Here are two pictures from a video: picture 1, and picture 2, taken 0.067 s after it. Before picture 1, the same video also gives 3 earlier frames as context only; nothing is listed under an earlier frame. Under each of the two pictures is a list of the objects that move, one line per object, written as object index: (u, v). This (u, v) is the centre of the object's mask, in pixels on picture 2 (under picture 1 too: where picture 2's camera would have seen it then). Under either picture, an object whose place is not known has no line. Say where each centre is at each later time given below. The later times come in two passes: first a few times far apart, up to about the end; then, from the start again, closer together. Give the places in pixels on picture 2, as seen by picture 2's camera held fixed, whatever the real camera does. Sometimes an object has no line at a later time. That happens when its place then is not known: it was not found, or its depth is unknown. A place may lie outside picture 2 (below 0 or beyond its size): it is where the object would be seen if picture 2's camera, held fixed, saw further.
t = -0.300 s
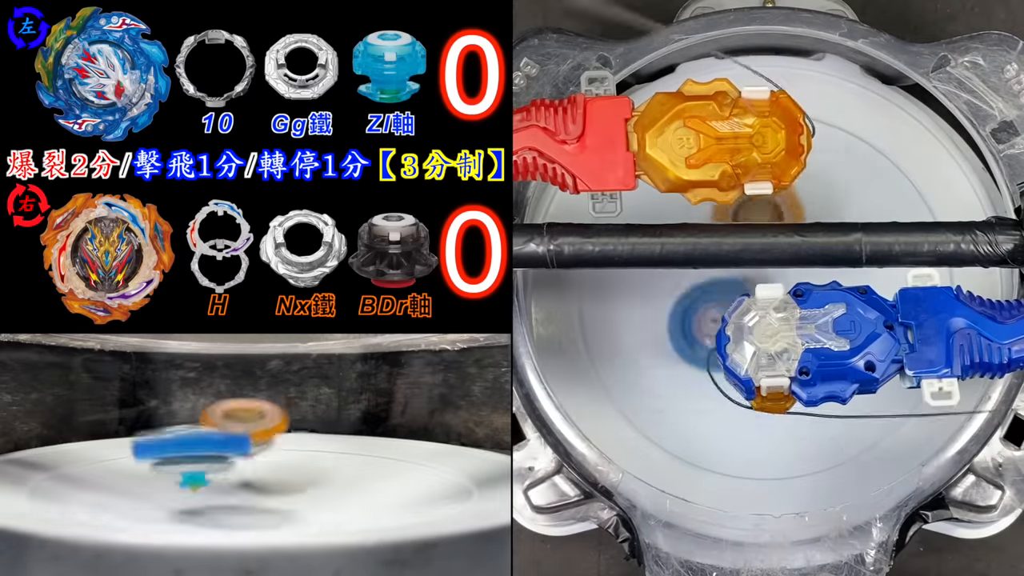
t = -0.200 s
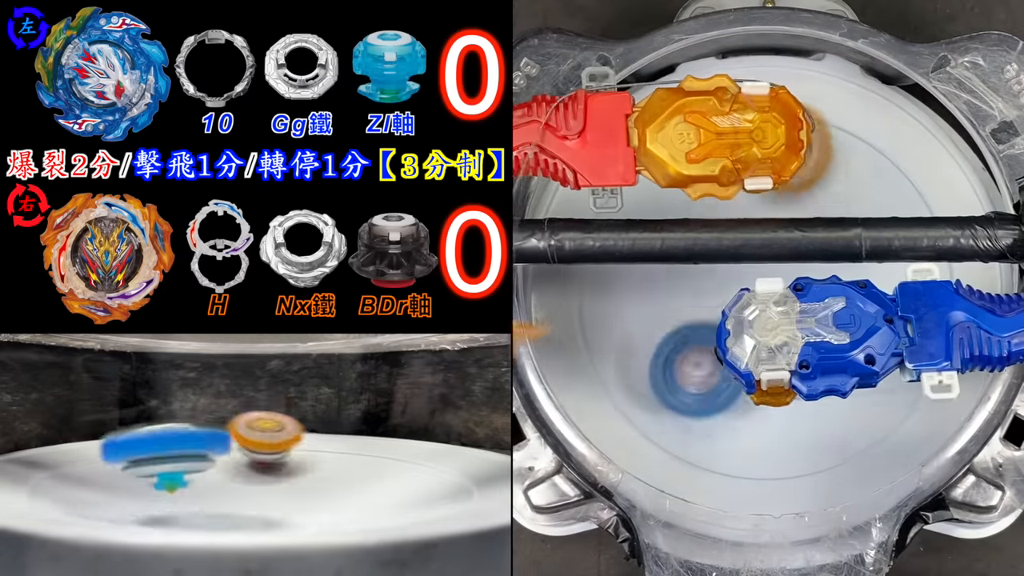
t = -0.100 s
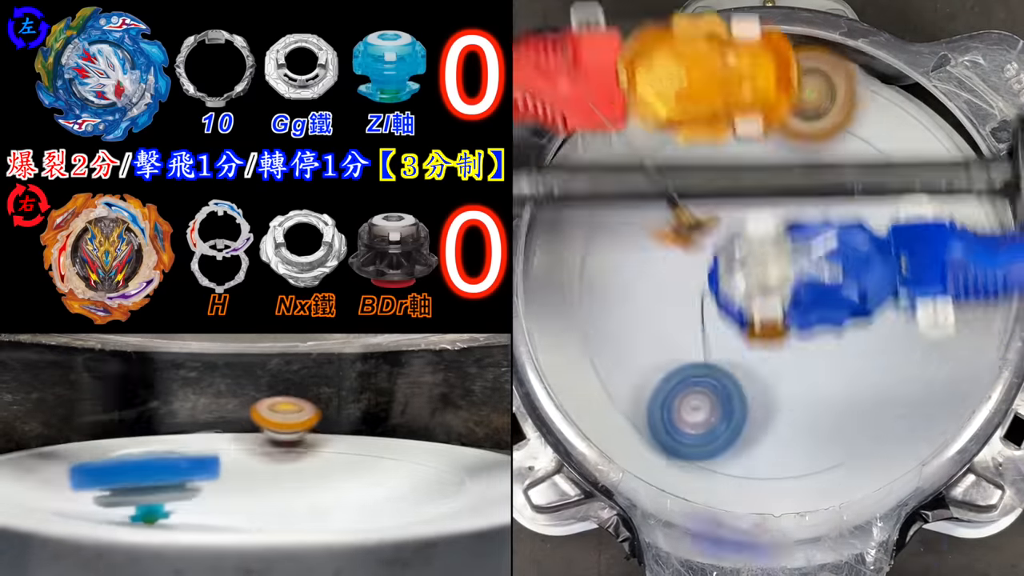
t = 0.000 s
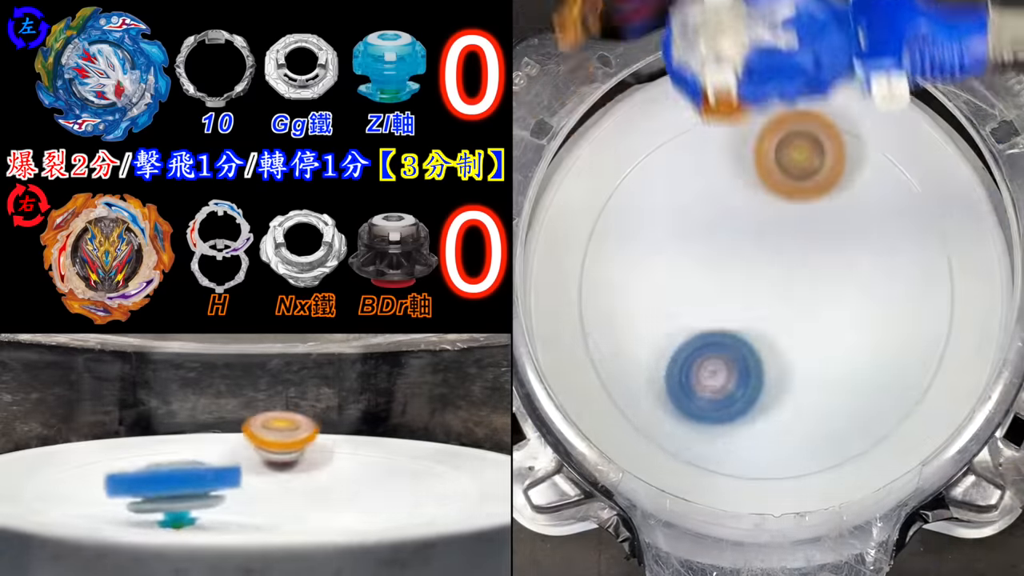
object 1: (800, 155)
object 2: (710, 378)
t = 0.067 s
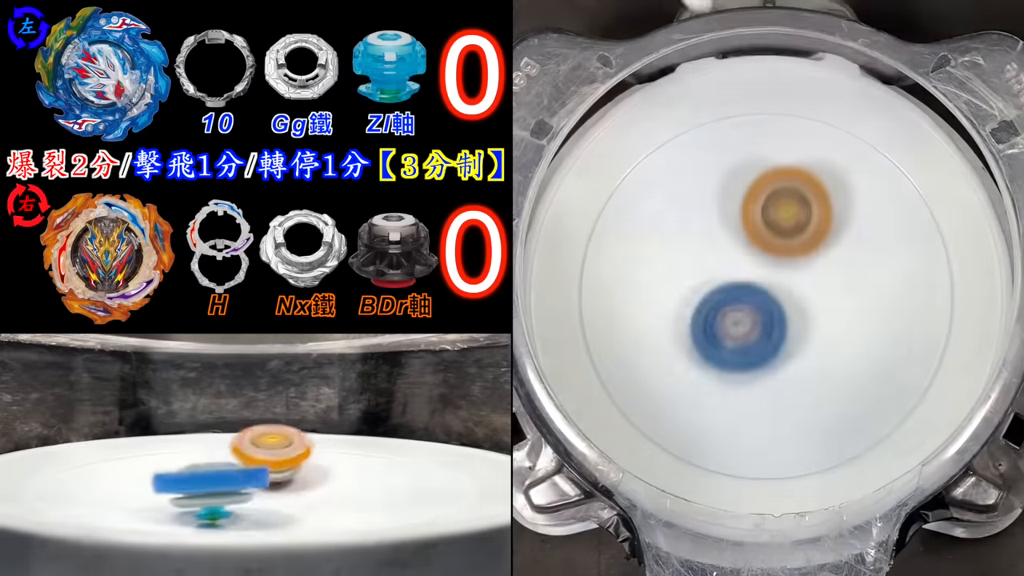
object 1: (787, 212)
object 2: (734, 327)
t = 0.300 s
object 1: (811, 93)
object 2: (748, 432)
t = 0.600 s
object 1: (807, 186)
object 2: (721, 375)
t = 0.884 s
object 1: (837, 175)
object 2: (724, 338)
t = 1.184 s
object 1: (799, 162)
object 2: (776, 406)
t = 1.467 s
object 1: (778, 262)
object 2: (717, 346)
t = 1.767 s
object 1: (849, 241)
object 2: (739, 323)
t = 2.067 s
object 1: (912, 179)
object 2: (698, 369)
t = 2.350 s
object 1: (833, 181)
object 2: (676, 328)
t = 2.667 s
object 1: (837, 229)
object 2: (734, 267)
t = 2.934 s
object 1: (897, 260)
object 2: (695, 350)
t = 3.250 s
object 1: (804, 317)
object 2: (681, 262)
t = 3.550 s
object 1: (878, 360)
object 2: (781, 254)
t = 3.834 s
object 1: (861, 394)
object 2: (766, 317)
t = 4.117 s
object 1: (843, 334)
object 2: (648, 231)
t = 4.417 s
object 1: (779, 302)
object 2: (832, 204)
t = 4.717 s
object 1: (703, 355)
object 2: (871, 351)
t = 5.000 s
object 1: (691, 288)
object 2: (733, 376)
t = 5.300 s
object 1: (736, 180)
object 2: (722, 288)
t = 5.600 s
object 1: (776, 147)
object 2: (804, 317)
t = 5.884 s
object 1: (709, 301)
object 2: (803, 314)
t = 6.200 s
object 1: (733, 414)
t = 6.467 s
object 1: (759, 344)
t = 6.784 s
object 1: (895, 349)
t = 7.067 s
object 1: (701, 422)
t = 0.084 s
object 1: (784, 227)
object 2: (742, 316)
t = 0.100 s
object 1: (788, 213)
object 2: (744, 333)
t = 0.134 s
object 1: (797, 178)
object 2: (750, 371)
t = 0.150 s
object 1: (801, 162)
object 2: (751, 387)
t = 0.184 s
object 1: (808, 133)
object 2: (757, 413)
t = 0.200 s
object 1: (810, 121)
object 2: (757, 423)
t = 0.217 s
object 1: (812, 111)
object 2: (757, 430)
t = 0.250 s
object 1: (814, 97)
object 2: (756, 436)
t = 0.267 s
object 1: (814, 91)
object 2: (756, 436)
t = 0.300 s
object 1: (811, 93)
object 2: (748, 432)
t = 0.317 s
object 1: (810, 97)
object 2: (743, 428)
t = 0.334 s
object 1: (807, 103)
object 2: (740, 422)
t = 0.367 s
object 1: (802, 117)
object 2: (731, 408)
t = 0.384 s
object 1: (800, 125)
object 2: (727, 400)
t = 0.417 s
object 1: (793, 146)
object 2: (721, 382)
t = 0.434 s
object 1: (789, 157)
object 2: (720, 373)
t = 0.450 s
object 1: (786, 170)
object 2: (719, 363)
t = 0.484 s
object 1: (779, 196)
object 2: (723, 342)
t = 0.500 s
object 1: (776, 209)
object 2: (727, 331)
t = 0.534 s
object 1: (777, 224)
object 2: (731, 326)
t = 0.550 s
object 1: (784, 213)
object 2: (727, 341)
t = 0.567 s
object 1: (792, 203)
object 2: (725, 355)
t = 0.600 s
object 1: (807, 186)
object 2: (721, 375)
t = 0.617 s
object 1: (813, 178)
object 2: (722, 382)
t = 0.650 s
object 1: (824, 166)
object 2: (719, 389)
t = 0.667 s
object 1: (829, 161)
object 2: (718, 390)
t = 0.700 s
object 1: (837, 154)
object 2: (718, 387)
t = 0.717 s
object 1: (840, 153)
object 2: (717, 384)
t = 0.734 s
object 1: (843, 152)
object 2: (715, 380)
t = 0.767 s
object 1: (845, 153)
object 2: (714, 370)
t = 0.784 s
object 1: (846, 155)
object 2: (715, 364)
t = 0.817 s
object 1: (845, 158)
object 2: (716, 359)
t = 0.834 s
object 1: (844, 161)
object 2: (717, 353)
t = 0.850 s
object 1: (842, 165)
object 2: (719, 348)
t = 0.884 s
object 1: (837, 175)
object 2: (724, 338)
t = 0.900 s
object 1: (834, 182)
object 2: (728, 334)
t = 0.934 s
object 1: (827, 195)
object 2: (738, 326)
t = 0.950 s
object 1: (823, 202)
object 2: (744, 323)
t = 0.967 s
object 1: (818, 210)
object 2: (750, 320)
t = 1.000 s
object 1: (809, 227)
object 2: (765, 316)
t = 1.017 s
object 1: (808, 221)
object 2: (767, 327)
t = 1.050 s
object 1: (807, 202)
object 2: (775, 355)
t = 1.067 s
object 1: (806, 194)
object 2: (778, 365)
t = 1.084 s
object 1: (806, 187)
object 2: (780, 373)
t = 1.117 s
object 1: (804, 175)
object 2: (783, 387)
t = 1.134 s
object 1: (803, 170)
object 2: (783, 393)
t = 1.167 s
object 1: (801, 164)
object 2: (778, 403)
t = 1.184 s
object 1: (799, 162)
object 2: (776, 406)
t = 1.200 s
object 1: (797, 162)
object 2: (773, 409)
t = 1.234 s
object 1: (794, 164)
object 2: (761, 412)
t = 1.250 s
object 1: (792, 166)
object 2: (758, 412)
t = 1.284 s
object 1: (789, 174)
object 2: (745, 410)
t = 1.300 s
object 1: (786, 179)
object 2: (741, 407)
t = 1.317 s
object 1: (785, 185)
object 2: (734, 404)
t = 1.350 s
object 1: (782, 199)
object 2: (726, 395)
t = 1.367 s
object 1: (780, 207)
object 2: (723, 389)
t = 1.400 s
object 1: (779, 225)
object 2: (718, 376)
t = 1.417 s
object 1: (778, 234)
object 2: (717, 368)
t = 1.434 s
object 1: (778, 243)
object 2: (717, 361)
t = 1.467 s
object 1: (778, 262)
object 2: (717, 346)
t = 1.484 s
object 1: (783, 260)
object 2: (717, 349)
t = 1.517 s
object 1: (796, 251)
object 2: (710, 362)
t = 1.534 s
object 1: (801, 246)
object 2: (708, 365)
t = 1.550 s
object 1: (806, 243)
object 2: (707, 367)
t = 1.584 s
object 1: (816, 237)
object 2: (705, 366)
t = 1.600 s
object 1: (821, 236)
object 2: (707, 363)
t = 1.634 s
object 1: (830, 233)
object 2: (709, 355)
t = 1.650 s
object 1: (834, 233)
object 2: (709, 350)
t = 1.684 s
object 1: (840, 233)
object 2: (716, 341)
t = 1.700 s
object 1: (843, 234)
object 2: (719, 337)
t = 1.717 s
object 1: (845, 235)
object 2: (722, 333)
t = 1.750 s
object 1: (848, 239)
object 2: (733, 326)
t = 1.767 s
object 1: (849, 241)
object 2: (739, 323)
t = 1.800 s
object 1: (848, 246)
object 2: (750, 320)
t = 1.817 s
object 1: (848, 249)
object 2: (757, 318)
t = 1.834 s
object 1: (847, 252)
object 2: (767, 318)
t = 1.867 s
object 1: (863, 241)
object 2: (760, 335)
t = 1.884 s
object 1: (876, 231)
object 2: (755, 346)
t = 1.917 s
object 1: (897, 215)
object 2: (745, 364)
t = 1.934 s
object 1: (906, 208)
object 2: (740, 370)
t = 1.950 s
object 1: (914, 201)
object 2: (735, 374)
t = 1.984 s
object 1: (921, 190)
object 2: (725, 379)
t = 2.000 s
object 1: (922, 187)
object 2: (721, 380)
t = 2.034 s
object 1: (919, 181)
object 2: (709, 377)
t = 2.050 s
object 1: (916, 180)
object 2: (703, 373)
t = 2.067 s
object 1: (912, 179)
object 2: (698, 369)
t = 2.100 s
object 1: (898, 180)
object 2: (692, 358)
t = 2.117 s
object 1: (889, 181)
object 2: (689, 351)
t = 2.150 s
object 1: (868, 186)
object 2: (689, 336)
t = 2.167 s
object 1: (857, 190)
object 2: (689, 328)
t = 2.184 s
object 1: (846, 194)
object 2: (691, 321)
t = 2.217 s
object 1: (823, 203)
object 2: (698, 306)
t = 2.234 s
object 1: (811, 209)
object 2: (704, 299)
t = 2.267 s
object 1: (789, 221)
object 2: (717, 288)
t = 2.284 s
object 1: (798, 211)
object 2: (705, 298)
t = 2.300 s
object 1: (808, 202)
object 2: (694, 308)
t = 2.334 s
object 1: (825, 187)
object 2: (681, 322)
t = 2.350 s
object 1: (833, 181)
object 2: (676, 328)
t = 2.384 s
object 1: (846, 172)
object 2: (666, 331)
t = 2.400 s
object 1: (851, 170)
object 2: (666, 330)
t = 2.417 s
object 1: (856, 168)
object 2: (665, 329)
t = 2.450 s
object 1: (862, 169)
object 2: (661, 321)
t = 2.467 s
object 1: (863, 170)
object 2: (661, 317)
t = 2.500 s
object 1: (864, 176)
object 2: (665, 302)
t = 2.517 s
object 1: (862, 179)
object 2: (668, 295)
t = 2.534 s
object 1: (861, 184)
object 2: (676, 288)
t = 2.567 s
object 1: (854, 194)
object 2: (687, 275)
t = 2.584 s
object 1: (851, 200)
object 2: (695, 271)
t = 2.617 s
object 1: (842, 213)
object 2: (713, 264)
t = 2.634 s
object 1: (837, 219)
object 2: (724, 262)
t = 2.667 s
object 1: (837, 229)
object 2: (734, 267)
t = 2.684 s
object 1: (848, 228)
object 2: (731, 274)
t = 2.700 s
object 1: (857, 229)
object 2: (729, 282)
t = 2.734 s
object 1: (874, 232)
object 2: (728, 295)
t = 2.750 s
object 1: (881, 233)
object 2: (728, 302)
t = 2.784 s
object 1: (891, 238)
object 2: (729, 315)
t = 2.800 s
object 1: (896, 240)
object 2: (727, 321)
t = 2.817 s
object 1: (899, 243)
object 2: (726, 327)
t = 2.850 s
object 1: (902, 248)
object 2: (721, 338)
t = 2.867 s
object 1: (903, 250)
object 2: (717, 342)
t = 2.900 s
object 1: (902, 255)
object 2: (707, 348)
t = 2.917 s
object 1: (900, 258)
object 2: (700, 350)
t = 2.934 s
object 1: (897, 260)
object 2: (695, 350)
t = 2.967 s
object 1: (890, 266)
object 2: (687, 348)
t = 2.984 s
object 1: (886, 268)
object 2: (681, 346)
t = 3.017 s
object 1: (875, 274)
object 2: (676, 339)
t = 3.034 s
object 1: (869, 276)
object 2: (673, 335)
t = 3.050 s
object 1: (862, 279)
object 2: (669, 331)
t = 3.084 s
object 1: (848, 285)
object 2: (667, 321)
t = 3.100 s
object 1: (841, 287)
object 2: (666, 315)
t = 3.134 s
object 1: (826, 293)
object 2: (668, 302)
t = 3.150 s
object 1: (818, 295)
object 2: (669, 296)
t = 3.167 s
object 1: (810, 298)
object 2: (674, 289)
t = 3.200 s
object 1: (795, 303)
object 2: (686, 279)
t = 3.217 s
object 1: (789, 306)
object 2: (692, 275)
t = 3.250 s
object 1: (804, 317)
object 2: (681, 262)
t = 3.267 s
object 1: (812, 323)
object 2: (676, 257)
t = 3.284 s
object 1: (819, 328)
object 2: (675, 251)
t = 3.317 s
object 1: (833, 338)
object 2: (675, 242)
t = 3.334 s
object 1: (840, 343)
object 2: (678, 239)
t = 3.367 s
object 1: (852, 351)
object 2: (686, 233)
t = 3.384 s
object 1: (856, 355)
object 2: (693, 231)
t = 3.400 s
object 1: (861, 357)
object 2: (699, 228)
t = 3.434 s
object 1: (869, 362)
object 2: (719, 227)
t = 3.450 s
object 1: (871, 363)
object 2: (725, 227)
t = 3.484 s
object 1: (876, 365)
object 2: (745, 231)
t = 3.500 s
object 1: (877, 364)
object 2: (755, 235)
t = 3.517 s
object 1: (877, 363)
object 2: (764, 240)
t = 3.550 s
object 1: (878, 360)
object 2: (781, 254)
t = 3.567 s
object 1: (877, 357)
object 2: (787, 261)
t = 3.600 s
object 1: (873, 352)
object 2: (797, 276)
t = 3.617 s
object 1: (872, 351)
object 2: (800, 283)
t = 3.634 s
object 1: (878, 362)
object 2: (798, 281)
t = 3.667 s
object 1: (886, 381)
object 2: (791, 277)
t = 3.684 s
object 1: (890, 389)
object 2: (788, 276)
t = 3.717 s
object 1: (894, 402)
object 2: (784, 279)
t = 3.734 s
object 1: (893, 405)
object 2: (781, 282)
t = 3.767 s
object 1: (886, 406)
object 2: (777, 293)
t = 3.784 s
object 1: (880, 404)
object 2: (775, 300)
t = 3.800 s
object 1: (874, 402)
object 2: (773, 305)
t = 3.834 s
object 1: (861, 394)
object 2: (766, 317)
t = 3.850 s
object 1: (853, 388)
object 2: (763, 322)
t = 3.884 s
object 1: (843, 379)
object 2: (752, 328)
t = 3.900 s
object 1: (850, 376)
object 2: (733, 326)
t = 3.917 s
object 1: (854, 374)
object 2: (716, 325)
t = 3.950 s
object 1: (860, 368)
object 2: (689, 319)
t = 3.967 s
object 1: (862, 365)
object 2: (678, 314)
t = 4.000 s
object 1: (861, 359)
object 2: (665, 301)
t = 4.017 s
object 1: (860, 356)
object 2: (655, 293)
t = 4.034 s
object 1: (858, 352)
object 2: (650, 285)
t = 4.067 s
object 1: (853, 345)
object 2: (645, 264)
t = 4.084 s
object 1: (850, 341)
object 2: (645, 255)
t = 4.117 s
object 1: (843, 334)
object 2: (648, 231)
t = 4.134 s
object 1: (839, 330)
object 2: (652, 223)
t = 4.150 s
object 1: (836, 325)
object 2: (662, 212)
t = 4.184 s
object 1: (827, 317)
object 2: (672, 196)
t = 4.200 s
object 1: (823, 314)
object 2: (682, 190)
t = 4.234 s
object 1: (815, 307)
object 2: (702, 177)
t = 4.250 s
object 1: (811, 304)
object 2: (714, 176)
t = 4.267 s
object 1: (807, 301)
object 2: (727, 173)
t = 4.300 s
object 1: (800, 295)
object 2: (751, 175)
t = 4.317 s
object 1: (797, 293)
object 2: (764, 178)
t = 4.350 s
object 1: (792, 289)
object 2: (787, 187)
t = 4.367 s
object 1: (790, 288)
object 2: (799, 196)
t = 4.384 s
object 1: (786, 292)
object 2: (811, 196)
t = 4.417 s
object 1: (779, 302)
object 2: (832, 204)
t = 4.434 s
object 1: (776, 307)
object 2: (841, 208)
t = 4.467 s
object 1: (772, 317)
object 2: (852, 222)
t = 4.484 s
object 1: (770, 322)
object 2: (858, 231)
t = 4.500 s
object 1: (769, 326)
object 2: (861, 239)
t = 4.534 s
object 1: (768, 333)
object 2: (866, 263)
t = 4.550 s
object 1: (769, 336)
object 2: (866, 272)
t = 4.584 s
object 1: (770, 340)
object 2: (862, 295)
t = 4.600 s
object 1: (772, 342)
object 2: (859, 304)
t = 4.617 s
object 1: (765, 343)
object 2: (859, 312)
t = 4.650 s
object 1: (741, 349)
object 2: (872, 328)
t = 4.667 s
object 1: (730, 351)
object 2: (874, 334)
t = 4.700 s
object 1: (710, 354)
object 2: (874, 347)
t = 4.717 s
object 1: (703, 355)
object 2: (871, 351)
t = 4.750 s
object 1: (690, 354)
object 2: (865, 363)
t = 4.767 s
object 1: (685, 353)
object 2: (860, 367)
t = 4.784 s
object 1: (682, 352)
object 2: (853, 371)
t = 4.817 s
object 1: (678, 346)
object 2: (836, 379)
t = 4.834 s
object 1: (678, 343)
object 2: (827, 381)
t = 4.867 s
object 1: (679, 335)
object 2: (805, 384)
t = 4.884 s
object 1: (679, 331)
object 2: (801, 384)
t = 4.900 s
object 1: (681, 326)
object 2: (787, 385)
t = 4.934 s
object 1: (686, 316)
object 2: (770, 384)
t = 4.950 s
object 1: (688, 311)
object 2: (760, 382)
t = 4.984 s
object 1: (694, 299)
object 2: (738, 375)
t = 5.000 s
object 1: (691, 288)
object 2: (733, 376)
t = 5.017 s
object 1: (685, 270)
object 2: (734, 380)
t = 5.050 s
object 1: (675, 239)
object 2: (736, 381)
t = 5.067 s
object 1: (671, 223)
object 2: (733, 381)
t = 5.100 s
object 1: (666, 195)
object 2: (733, 374)
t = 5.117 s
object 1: (664, 182)
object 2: (728, 370)
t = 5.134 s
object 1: (664, 170)
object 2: (725, 364)
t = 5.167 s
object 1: (670, 156)
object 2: (720, 350)
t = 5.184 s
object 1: (678, 155)
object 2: (719, 342)
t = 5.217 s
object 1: (692, 157)
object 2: (714, 326)
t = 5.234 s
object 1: (701, 160)
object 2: (715, 319)
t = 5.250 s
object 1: (709, 163)
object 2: (715, 311)
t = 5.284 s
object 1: (728, 174)
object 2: (722, 295)
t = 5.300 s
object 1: (736, 180)
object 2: (722, 288)
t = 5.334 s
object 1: (751, 191)
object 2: (731, 278)
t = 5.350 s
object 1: (755, 187)
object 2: (739, 279)
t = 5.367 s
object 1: (757, 177)
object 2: (752, 287)
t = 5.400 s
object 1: (762, 160)
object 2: (763, 300)
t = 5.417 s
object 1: (763, 152)
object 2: (771, 305)
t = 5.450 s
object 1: (767, 141)
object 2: (784, 311)
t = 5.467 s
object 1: (769, 137)
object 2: (789, 313)
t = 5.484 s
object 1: (770, 134)
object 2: (793, 314)
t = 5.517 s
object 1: (774, 133)
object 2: (803, 314)
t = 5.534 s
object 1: (775, 134)
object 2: (806, 314)
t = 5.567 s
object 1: (777, 139)
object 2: (804, 316)
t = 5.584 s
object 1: (777, 143)
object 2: (804, 316)
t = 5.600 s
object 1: (776, 147)
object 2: (804, 317)
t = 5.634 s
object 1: (774, 158)
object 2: (804, 319)
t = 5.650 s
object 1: (773, 164)
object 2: (804, 319)
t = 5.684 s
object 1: (766, 178)
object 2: (808, 317)
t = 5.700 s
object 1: (762, 186)
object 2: (808, 317)
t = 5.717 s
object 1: (758, 194)
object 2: (809, 317)
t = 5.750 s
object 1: (748, 212)
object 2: (803, 317)
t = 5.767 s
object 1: (744, 222)
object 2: (802, 318)
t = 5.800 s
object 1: (735, 245)
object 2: (800, 319)
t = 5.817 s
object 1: (732, 256)
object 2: (799, 318)
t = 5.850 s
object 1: (724, 278)
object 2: (801, 318)
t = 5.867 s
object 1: (717, 290)
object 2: (802, 316)
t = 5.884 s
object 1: (709, 301)
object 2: (803, 314)
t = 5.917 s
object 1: (699, 324)
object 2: (802, 310)
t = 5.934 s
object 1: (695, 334)
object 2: (801, 309)
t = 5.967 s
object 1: (692, 354)
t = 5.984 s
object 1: (692, 363)
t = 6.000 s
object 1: (693, 371)
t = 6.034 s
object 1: (698, 385)
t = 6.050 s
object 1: (701, 391)
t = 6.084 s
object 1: (707, 401)
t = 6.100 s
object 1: (711, 405)
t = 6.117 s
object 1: (714, 408)
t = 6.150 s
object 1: (722, 413)
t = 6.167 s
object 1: (726, 414)
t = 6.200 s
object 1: (733, 414)
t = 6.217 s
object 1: (736, 412)
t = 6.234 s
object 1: (739, 410)
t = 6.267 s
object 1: (746, 404)
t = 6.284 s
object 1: (748, 400)
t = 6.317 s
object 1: (752, 392)
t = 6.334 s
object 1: (753, 387)
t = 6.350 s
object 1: (754, 382)
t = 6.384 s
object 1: (756, 372)
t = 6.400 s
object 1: (757, 366)
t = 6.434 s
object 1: (758, 354)
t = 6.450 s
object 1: (759, 349)
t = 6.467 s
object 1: (759, 344)
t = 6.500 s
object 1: (731, 367)
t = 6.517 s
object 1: (707, 393)
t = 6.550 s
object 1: (659, 439)
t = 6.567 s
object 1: (646, 448)
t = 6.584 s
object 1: (656, 454)
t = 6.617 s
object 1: (699, 452)
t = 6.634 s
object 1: (721, 447)
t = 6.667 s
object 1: (769, 432)
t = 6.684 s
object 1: (789, 421)
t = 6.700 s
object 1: (810, 410)
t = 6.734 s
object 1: (849, 387)
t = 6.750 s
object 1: (866, 375)
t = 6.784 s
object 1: (895, 349)
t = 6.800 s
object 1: (908, 336)
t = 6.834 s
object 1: (924, 313)
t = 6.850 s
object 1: (911, 322)
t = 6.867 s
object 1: (894, 335)
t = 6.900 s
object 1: (860, 359)
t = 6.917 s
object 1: (844, 369)
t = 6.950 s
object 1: (809, 389)
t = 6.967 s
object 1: (791, 398)
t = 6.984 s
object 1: (775, 405)
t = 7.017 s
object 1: (743, 417)
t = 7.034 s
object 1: (728, 420)
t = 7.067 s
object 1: (701, 422)
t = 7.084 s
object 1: (688, 423)
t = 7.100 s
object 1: (677, 421)
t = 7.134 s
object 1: (660, 412)
